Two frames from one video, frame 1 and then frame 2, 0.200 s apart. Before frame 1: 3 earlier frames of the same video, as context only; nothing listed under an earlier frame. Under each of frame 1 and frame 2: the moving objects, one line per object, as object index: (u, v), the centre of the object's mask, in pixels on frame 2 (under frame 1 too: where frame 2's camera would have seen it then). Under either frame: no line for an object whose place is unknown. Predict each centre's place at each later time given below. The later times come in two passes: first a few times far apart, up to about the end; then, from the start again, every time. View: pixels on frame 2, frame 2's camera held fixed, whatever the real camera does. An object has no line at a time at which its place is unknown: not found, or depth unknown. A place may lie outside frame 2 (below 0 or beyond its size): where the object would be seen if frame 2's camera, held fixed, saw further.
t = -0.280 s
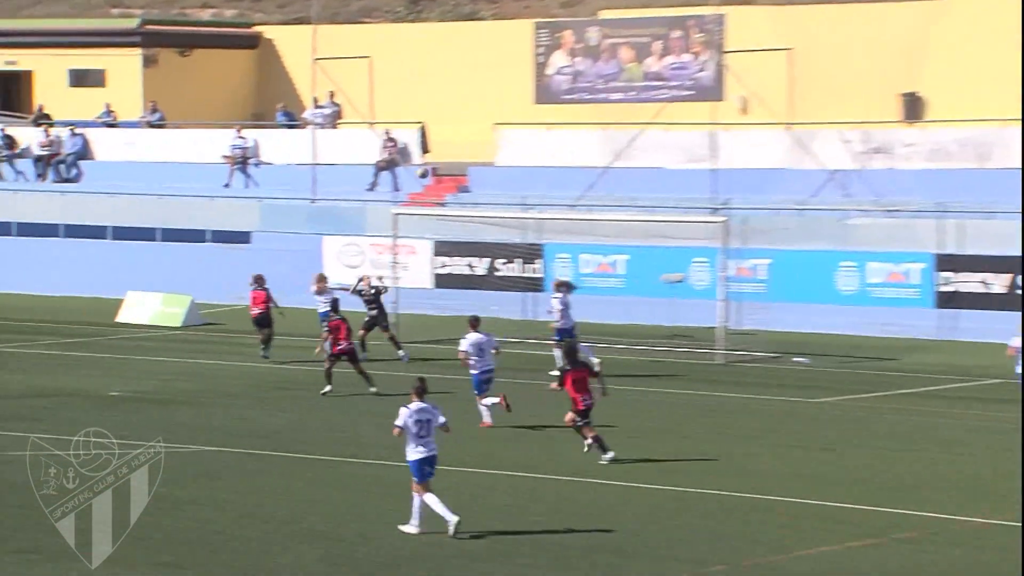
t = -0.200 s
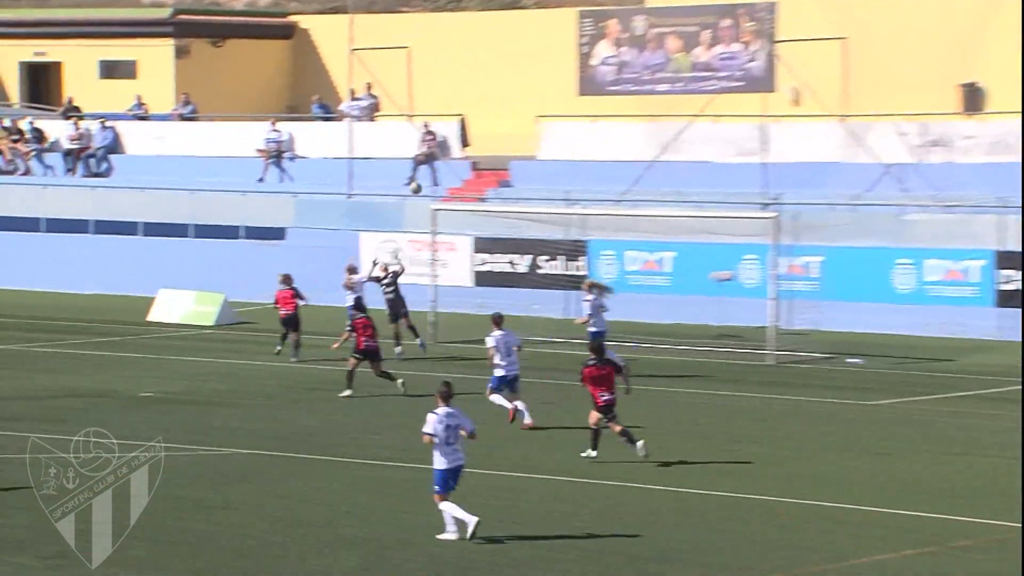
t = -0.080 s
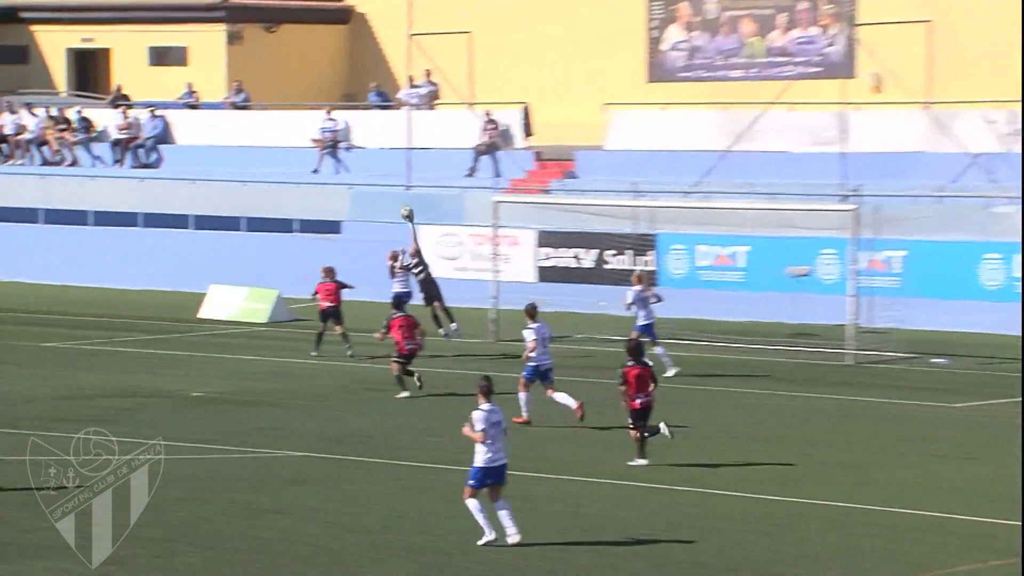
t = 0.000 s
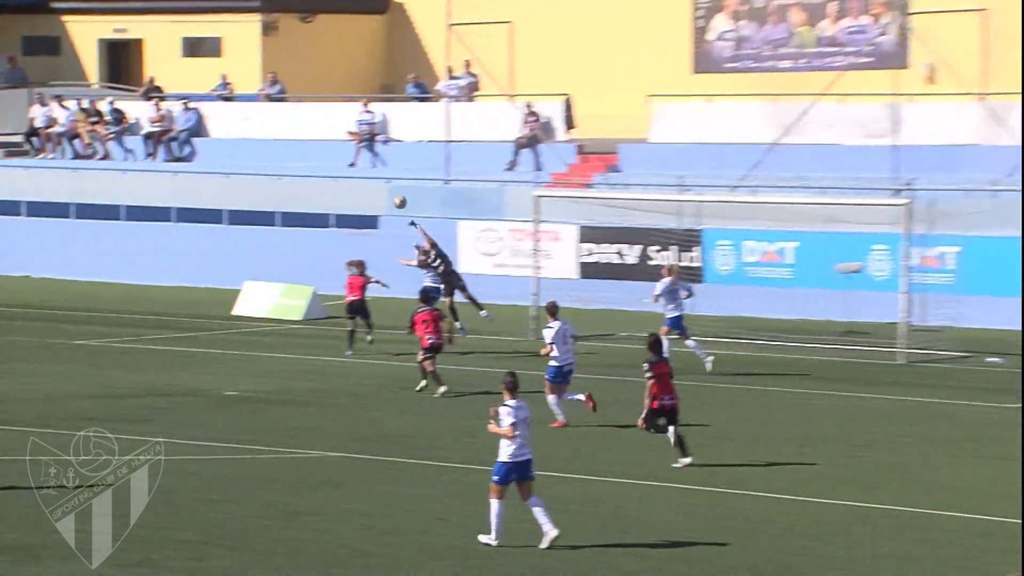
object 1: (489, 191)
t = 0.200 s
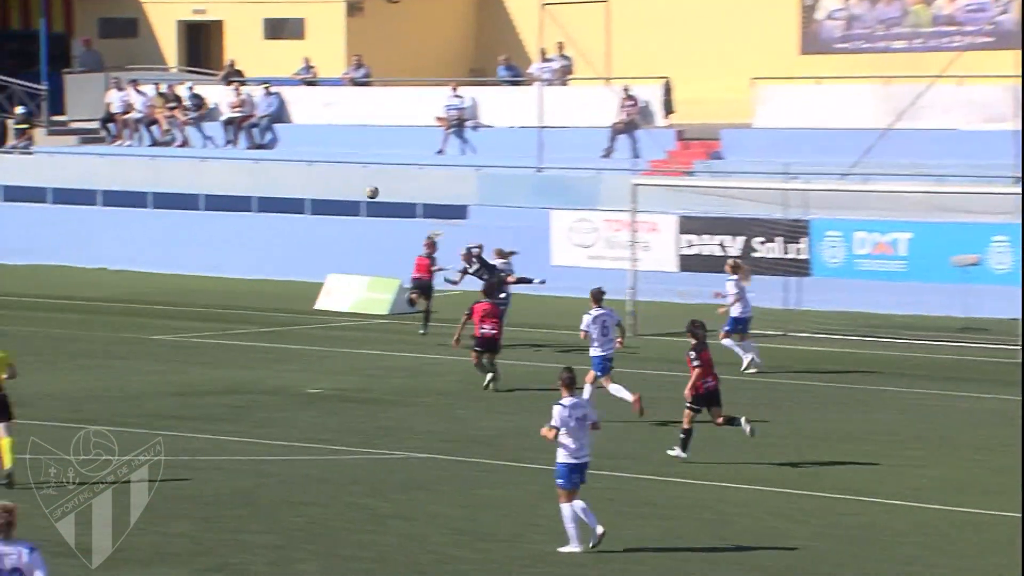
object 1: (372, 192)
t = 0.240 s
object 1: (348, 195)
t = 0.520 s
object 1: (186, 242)
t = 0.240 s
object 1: (348, 195)
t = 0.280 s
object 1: (325, 199)
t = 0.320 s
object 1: (300, 203)
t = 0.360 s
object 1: (278, 209)
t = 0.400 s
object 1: (256, 215)
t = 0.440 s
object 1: (233, 224)
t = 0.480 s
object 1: (210, 233)
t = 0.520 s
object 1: (186, 242)
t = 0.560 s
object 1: (163, 252)
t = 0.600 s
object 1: (140, 263)
